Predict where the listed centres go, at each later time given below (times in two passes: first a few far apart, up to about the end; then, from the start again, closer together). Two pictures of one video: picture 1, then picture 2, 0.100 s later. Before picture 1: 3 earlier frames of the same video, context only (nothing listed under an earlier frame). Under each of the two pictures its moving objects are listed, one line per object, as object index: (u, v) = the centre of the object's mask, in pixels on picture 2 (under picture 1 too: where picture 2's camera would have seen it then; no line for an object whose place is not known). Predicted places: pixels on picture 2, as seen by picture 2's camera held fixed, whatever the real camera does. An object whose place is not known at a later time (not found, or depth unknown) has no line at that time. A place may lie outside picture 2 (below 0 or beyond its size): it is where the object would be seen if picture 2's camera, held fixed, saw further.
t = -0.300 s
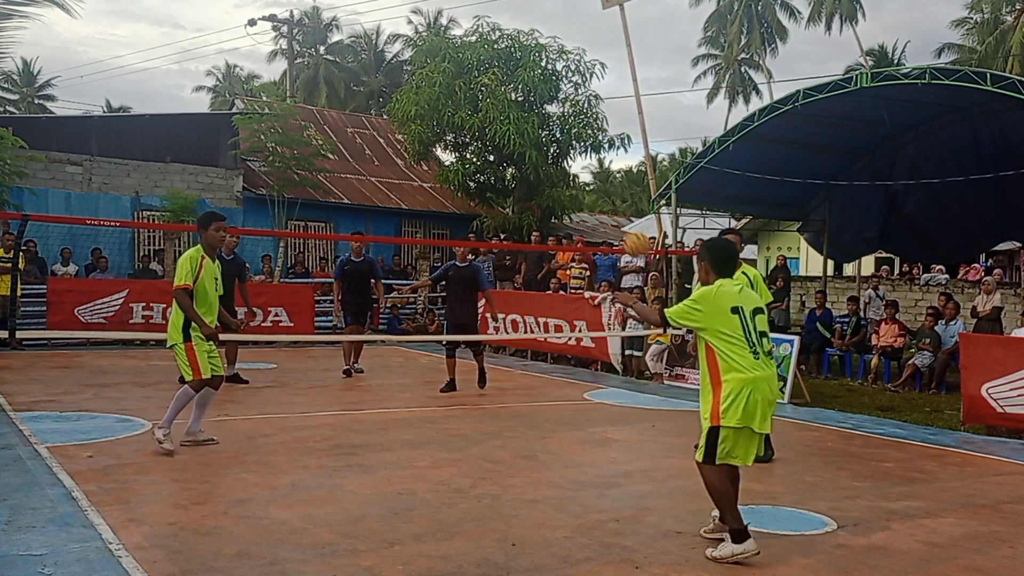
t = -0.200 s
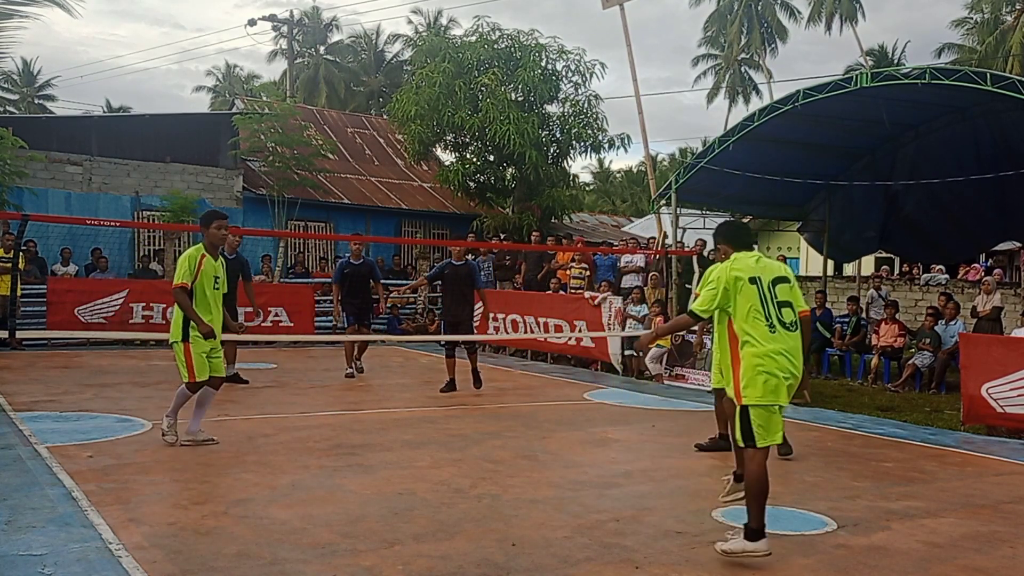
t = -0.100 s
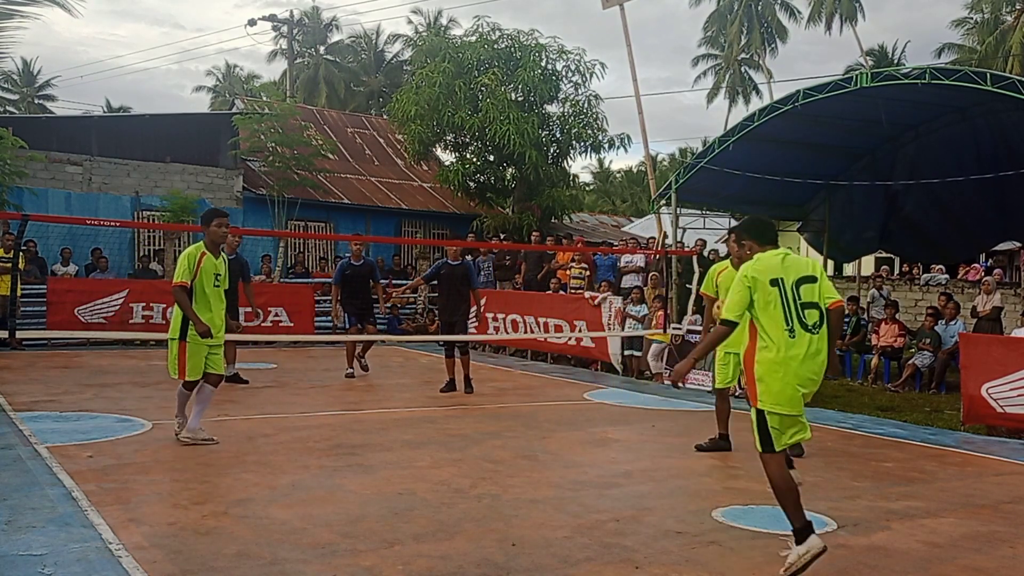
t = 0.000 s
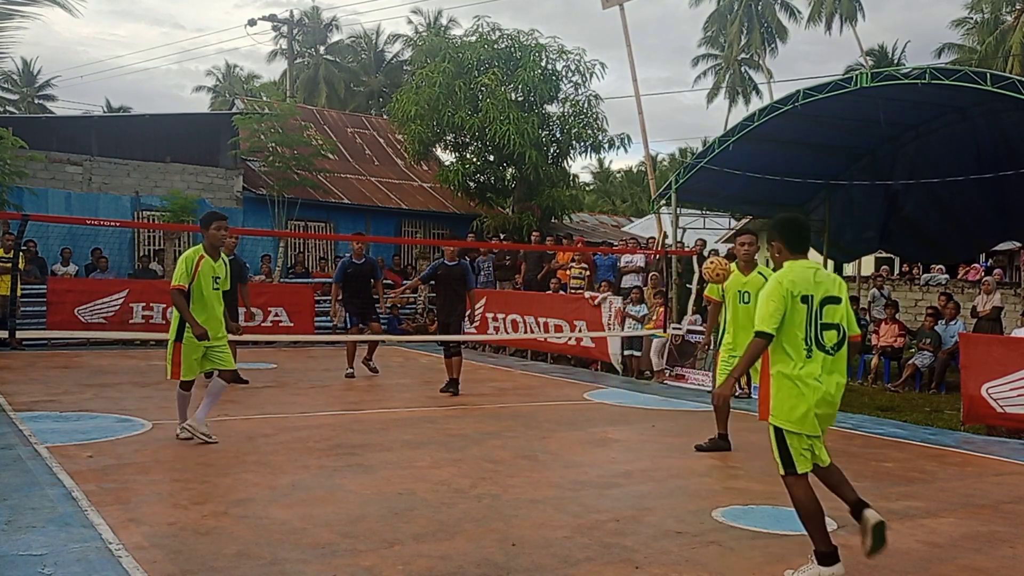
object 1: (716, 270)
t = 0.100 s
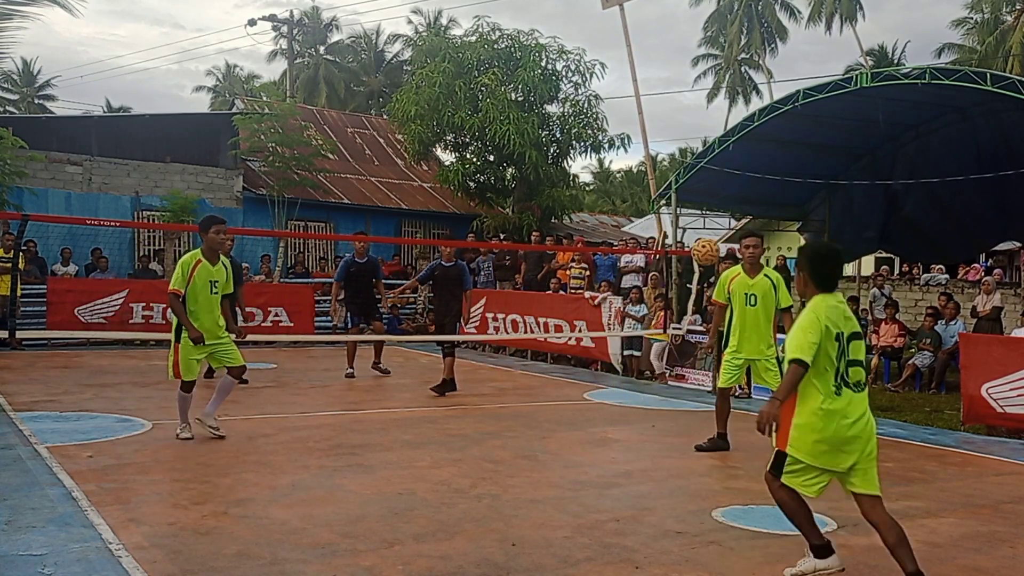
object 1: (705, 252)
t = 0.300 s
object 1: (683, 275)
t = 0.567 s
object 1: (653, 422)
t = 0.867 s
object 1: (635, 391)
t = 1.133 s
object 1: (620, 387)
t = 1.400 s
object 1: (605, 463)
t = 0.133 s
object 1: (702, 251)
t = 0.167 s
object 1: (698, 251)
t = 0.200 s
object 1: (695, 253)
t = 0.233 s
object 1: (691, 259)
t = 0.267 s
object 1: (687, 266)
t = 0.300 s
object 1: (683, 275)
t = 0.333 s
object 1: (679, 287)
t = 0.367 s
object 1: (676, 301)
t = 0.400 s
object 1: (672, 316)
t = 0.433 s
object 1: (669, 333)
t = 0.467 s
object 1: (664, 351)
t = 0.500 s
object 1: (661, 373)
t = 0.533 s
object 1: (657, 396)
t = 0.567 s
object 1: (653, 422)
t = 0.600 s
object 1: (650, 449)
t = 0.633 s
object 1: (646, 477)
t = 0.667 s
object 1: (644, 479)
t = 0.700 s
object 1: (643, 459)
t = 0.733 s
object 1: (641, 441)
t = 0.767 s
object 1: (640, 425)
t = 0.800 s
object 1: (638, 412)
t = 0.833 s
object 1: (636, 401)
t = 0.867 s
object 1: (635, 391)
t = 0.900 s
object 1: (633, 384)
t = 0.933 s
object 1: (631, 378)
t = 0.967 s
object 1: (629, 375)
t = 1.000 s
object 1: (627, 374)
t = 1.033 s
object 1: (626, 374)
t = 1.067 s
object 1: (624, 376)
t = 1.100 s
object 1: (622, 380)
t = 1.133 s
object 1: (620, 387)
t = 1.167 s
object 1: (618, 395)
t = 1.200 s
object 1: (616, 405)
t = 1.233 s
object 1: (613, 417)
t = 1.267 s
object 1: (611, 430)
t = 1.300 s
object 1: (609, 446)
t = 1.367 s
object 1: (607, 463)
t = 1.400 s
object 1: (605, 463)
